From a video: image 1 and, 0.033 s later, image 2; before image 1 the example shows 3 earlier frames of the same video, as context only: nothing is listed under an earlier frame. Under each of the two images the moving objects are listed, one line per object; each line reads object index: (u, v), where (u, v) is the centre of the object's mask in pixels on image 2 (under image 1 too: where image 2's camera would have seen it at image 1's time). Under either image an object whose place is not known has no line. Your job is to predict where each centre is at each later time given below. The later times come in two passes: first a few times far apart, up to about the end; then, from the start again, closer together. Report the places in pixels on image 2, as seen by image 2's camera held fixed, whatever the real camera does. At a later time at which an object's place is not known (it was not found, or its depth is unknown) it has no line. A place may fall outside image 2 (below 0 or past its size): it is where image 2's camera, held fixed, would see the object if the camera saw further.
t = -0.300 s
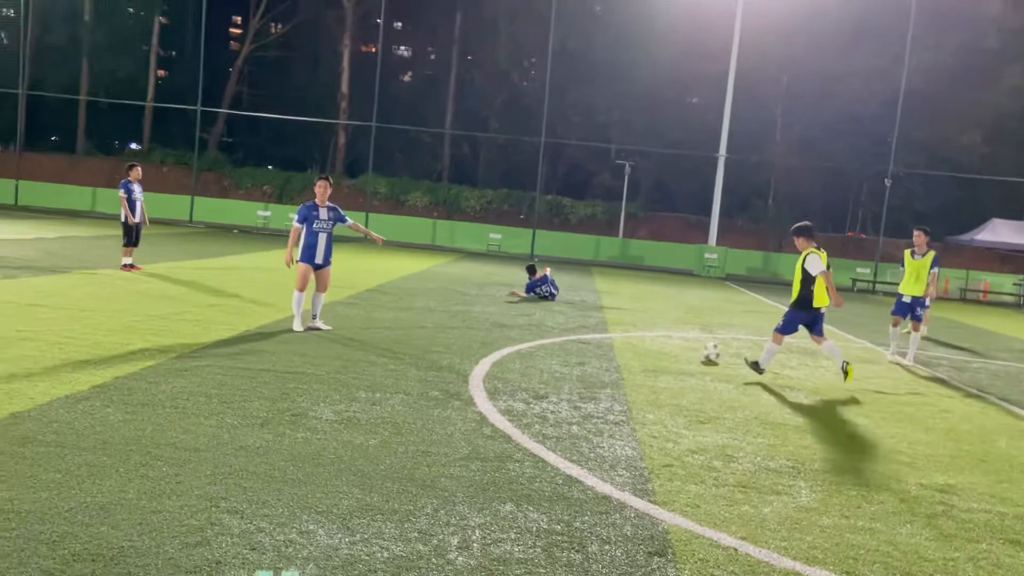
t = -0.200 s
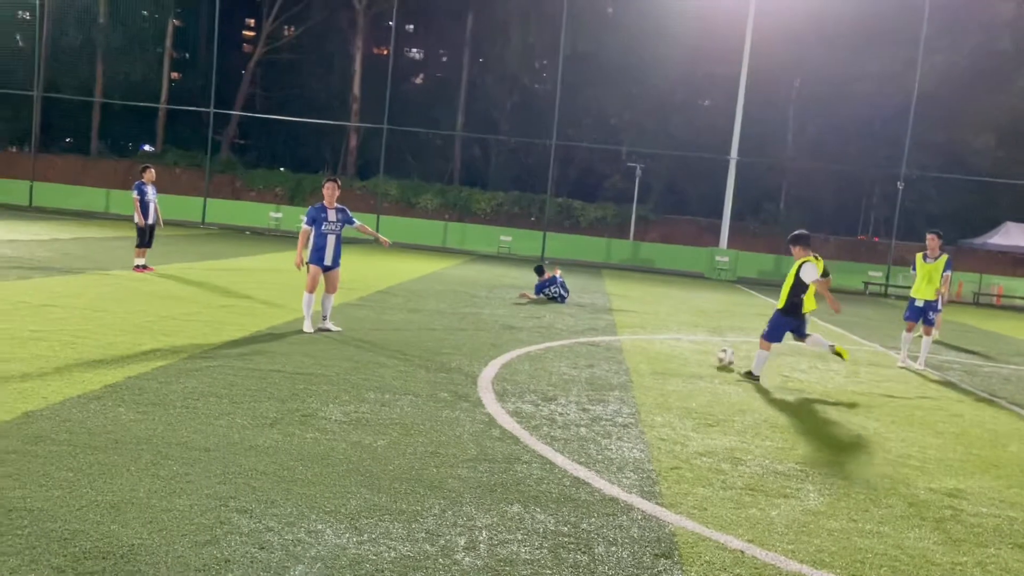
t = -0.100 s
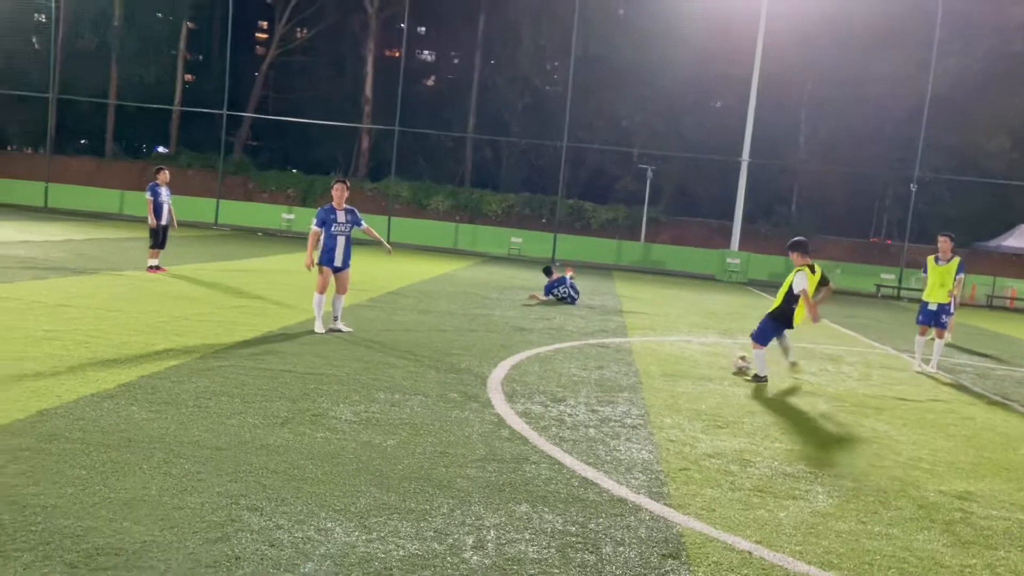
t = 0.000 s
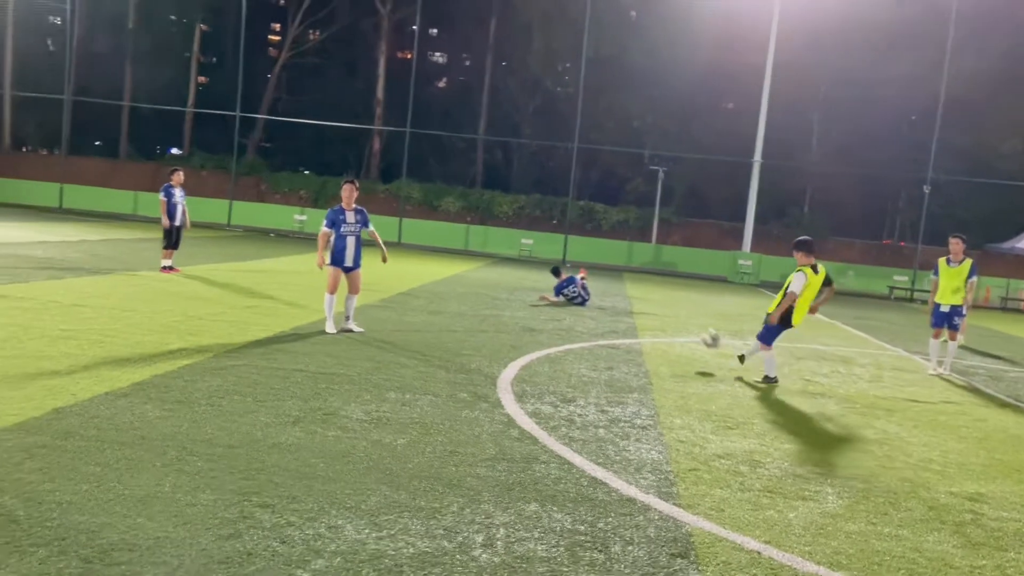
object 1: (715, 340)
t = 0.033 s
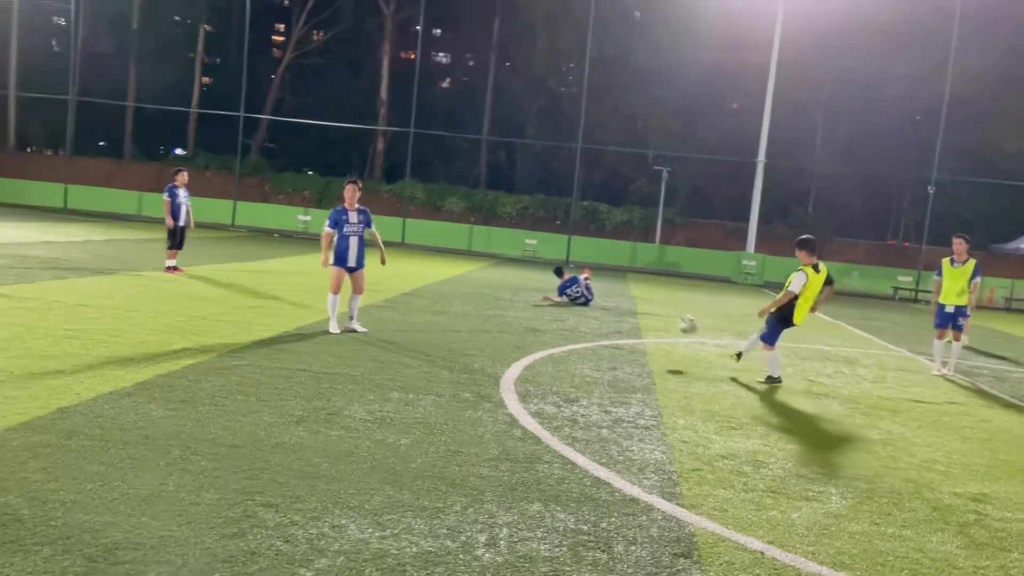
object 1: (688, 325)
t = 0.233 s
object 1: (537, 263)
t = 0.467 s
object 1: (386, 238)
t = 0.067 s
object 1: (662, 312)
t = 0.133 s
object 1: (609, 288)
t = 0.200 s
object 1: (560, 270)
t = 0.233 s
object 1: (537, 263)
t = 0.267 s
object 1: (514, 256)
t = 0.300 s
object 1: (491, 251)
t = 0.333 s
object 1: (469, 247)
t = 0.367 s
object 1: (448, 244)
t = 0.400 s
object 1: (426, 241)
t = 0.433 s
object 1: (406, 239)
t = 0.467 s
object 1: (386, 238)
